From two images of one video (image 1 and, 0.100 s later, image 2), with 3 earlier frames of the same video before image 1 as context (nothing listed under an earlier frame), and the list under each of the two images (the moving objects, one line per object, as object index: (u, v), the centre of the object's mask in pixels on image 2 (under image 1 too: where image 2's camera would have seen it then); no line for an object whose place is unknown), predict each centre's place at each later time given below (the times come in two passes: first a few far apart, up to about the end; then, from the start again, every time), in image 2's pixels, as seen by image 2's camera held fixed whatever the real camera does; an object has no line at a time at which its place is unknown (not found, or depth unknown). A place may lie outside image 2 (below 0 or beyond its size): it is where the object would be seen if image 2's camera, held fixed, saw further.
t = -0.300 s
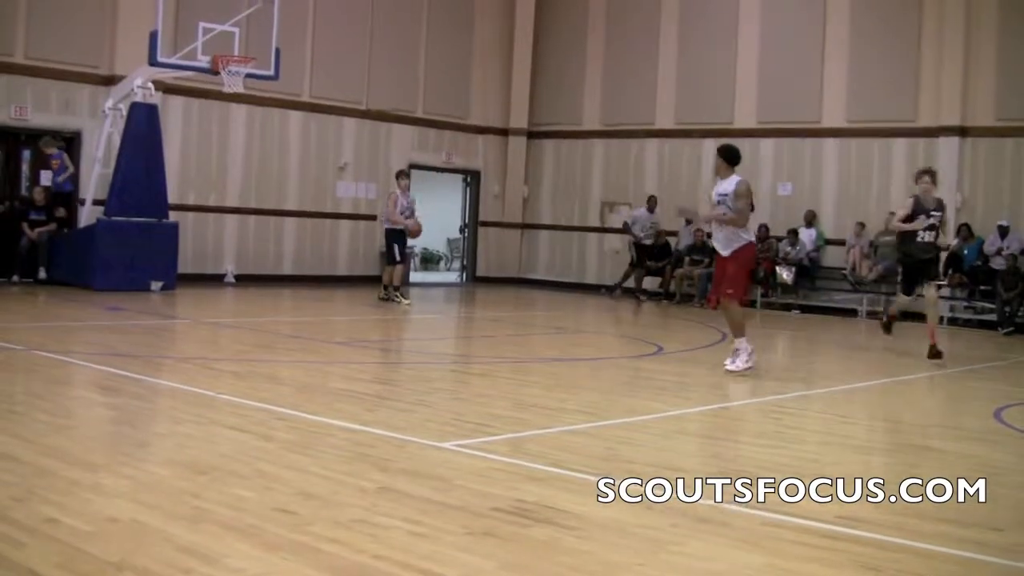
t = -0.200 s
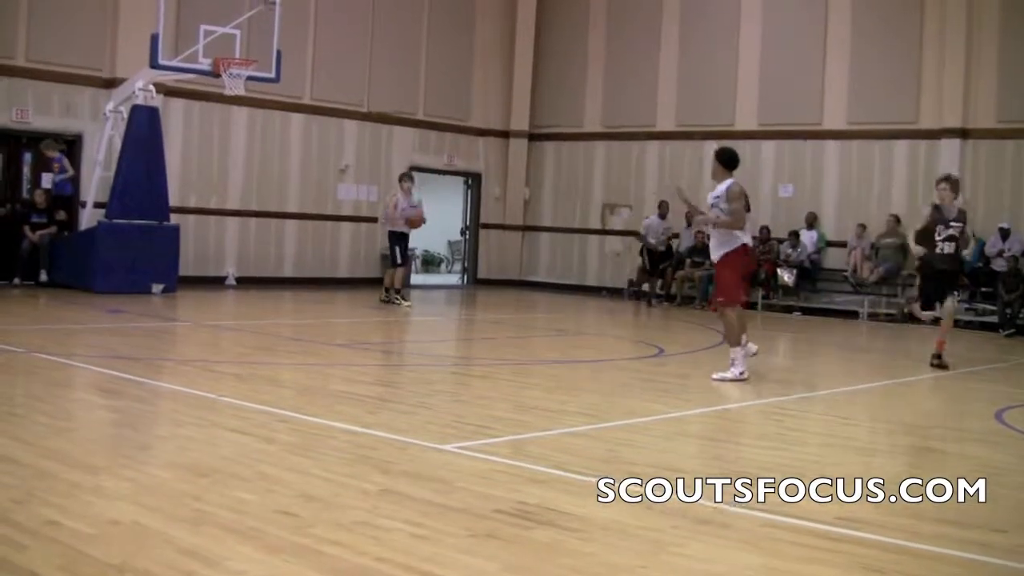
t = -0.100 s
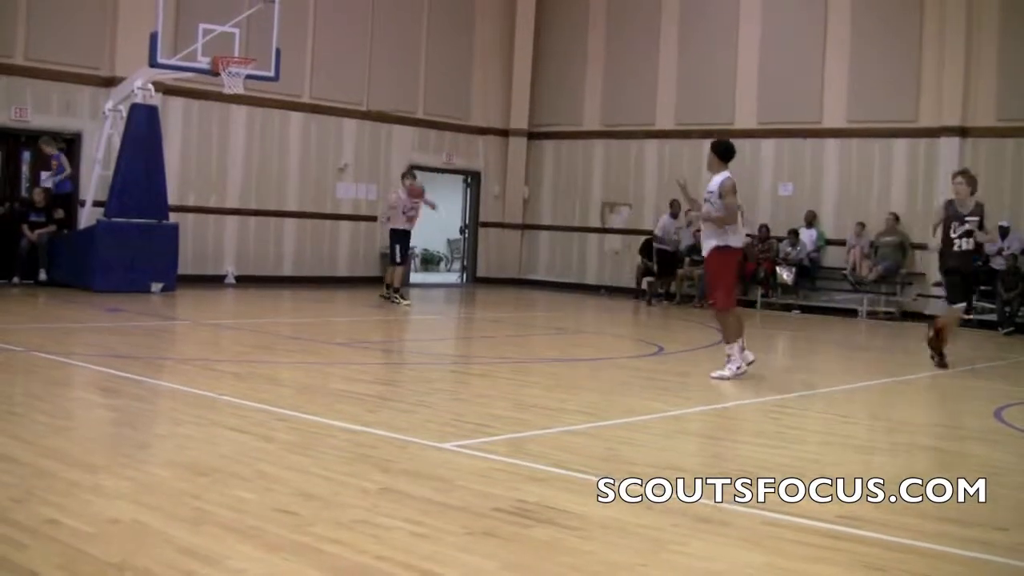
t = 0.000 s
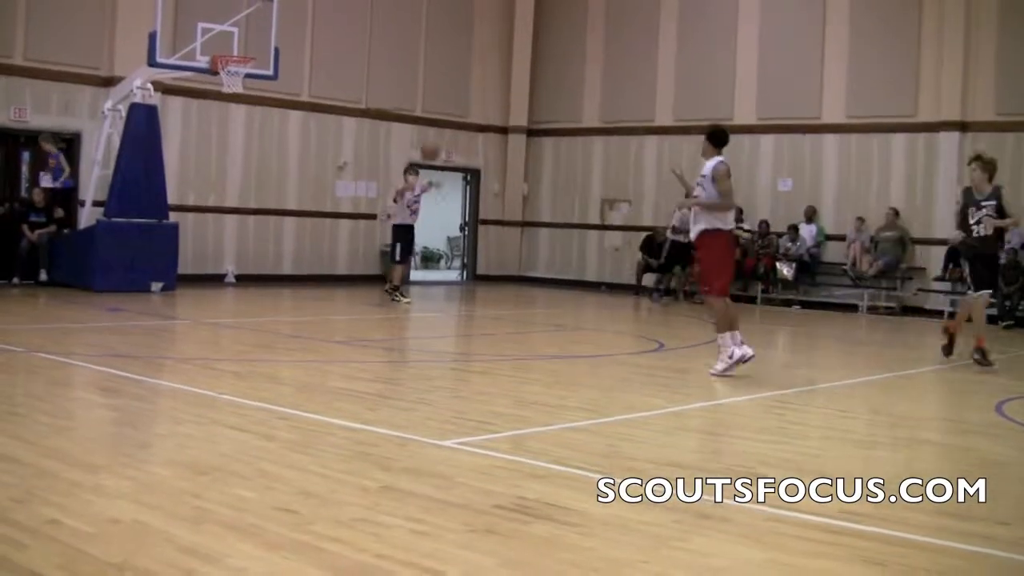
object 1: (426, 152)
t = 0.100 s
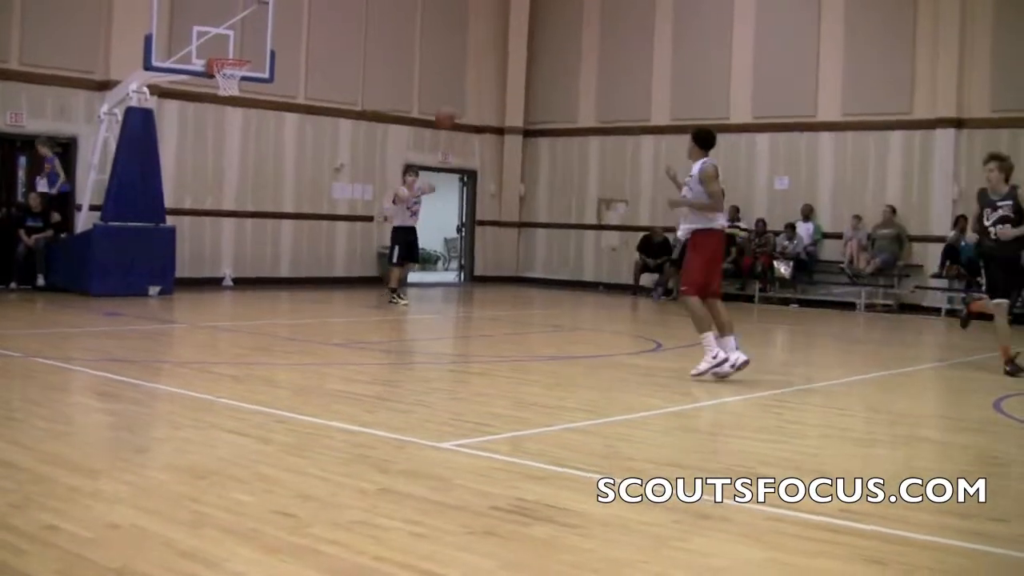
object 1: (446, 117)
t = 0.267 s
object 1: (478, 65)
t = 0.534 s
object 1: (541, 20)
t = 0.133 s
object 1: (452, 106)
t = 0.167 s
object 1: (458, 94)
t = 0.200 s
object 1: (465, 83)
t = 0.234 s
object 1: (472, 74)
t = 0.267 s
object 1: (478, 65)
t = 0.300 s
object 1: (485, 56)
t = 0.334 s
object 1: (492, 48)
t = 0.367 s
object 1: (500, 41)
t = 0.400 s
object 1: (508, 35)
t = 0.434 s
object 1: (517, 31)
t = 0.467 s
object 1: (522, 23)
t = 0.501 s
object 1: (533, 21)
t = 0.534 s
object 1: (541, 20)
